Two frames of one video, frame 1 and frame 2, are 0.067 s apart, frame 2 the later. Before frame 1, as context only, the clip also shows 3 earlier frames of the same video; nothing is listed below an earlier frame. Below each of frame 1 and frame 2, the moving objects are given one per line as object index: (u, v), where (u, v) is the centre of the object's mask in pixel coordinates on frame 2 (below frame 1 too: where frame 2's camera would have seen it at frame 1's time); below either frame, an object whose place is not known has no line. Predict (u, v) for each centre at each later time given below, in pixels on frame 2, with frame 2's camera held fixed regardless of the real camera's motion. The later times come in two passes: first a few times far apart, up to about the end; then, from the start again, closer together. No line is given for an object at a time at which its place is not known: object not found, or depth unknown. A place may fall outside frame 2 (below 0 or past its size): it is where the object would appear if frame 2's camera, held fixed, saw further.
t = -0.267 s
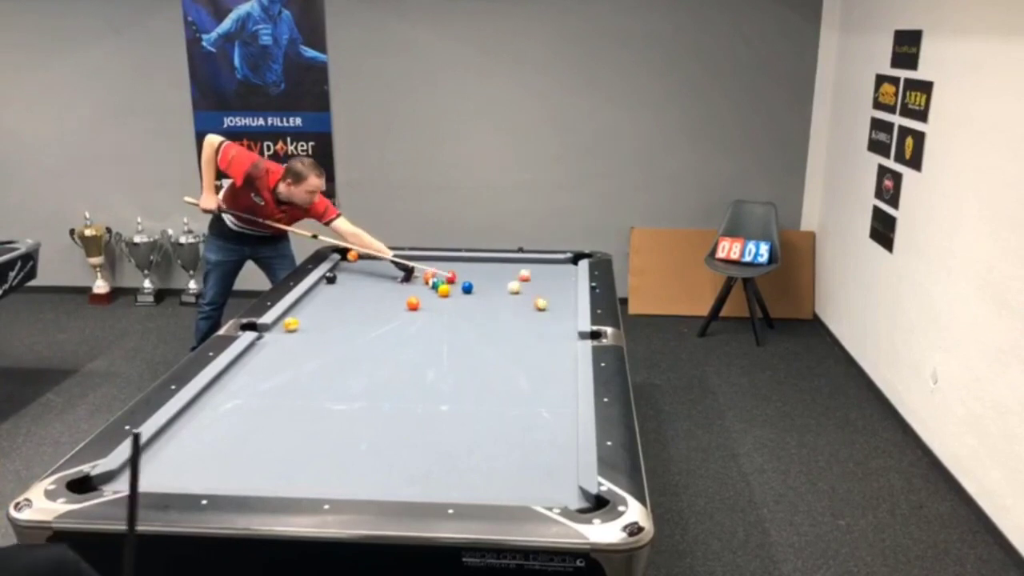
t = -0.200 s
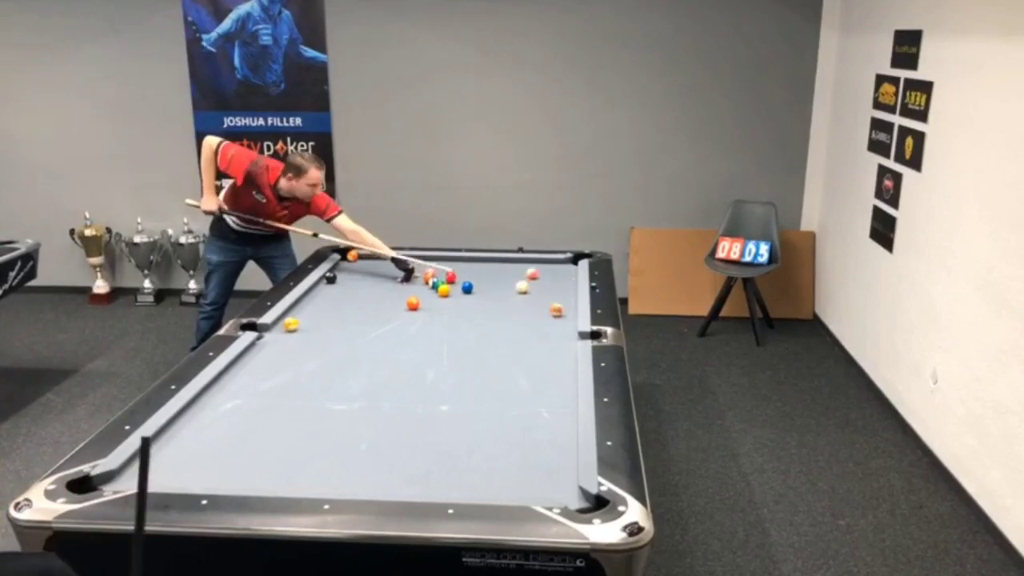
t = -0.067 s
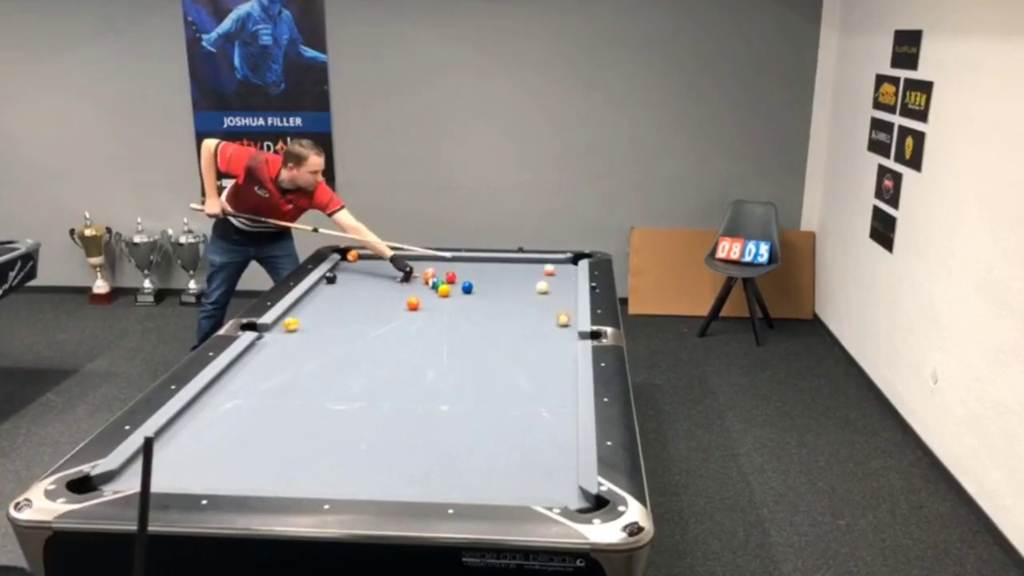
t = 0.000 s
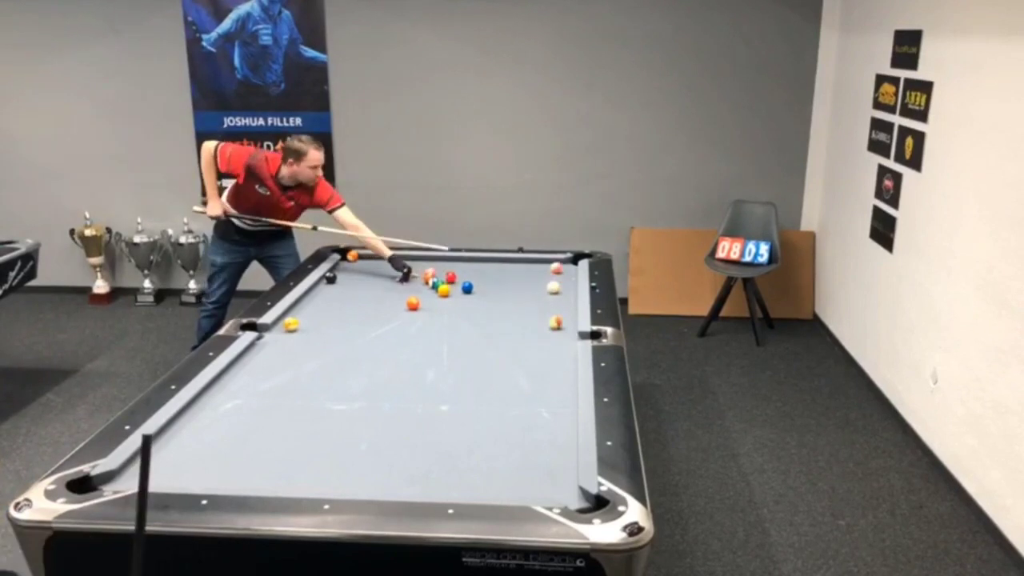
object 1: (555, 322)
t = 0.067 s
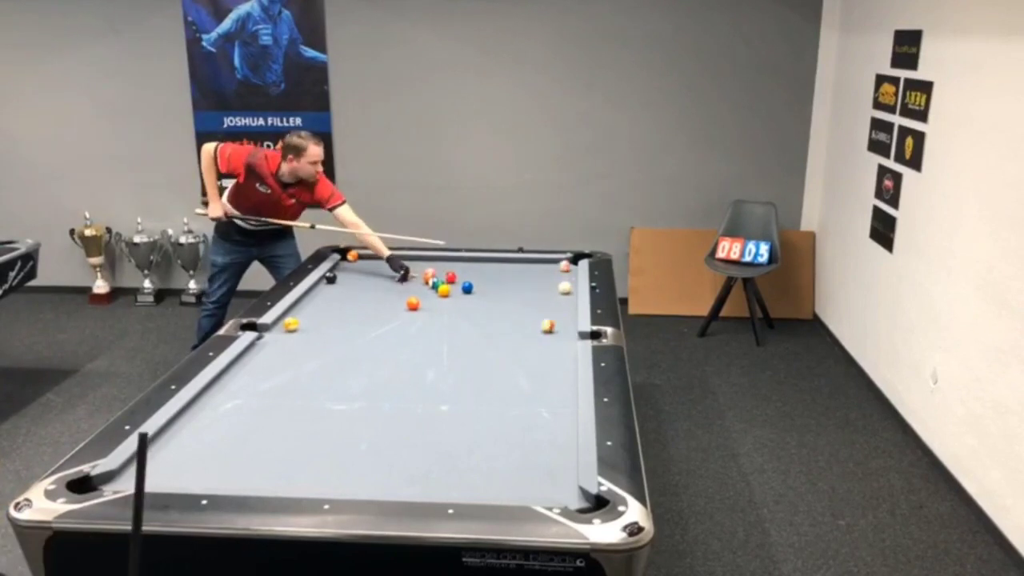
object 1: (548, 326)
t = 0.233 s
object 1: (527, 334)
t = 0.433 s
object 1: (501, 344)
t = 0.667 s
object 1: (471, 357)
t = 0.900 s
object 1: (437, 370)
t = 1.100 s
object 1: (407, 382)
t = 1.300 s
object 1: (375, 395)
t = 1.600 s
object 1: (323, 413)
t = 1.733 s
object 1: (300, 426)
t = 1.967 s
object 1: (256, 444)
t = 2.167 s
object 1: (217, 460)
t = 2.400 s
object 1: (167, 477)
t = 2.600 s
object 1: (152, 473)
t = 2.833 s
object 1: (140, 461)
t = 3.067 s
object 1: (159, 451)
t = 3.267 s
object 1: (176, 445)
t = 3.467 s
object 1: (194, 438)
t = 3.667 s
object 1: (208, 431)
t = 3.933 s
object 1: (227, 424)
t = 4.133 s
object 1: (239, 419)
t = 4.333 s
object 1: (250, 414)
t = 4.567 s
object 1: (261, 410)
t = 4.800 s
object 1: (271, 405)
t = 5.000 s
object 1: (280, 402)
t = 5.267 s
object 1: (288, 398)
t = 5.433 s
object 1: (293, 396)
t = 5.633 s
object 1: (298, 394)
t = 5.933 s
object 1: (303, 392)
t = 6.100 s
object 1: (306, 390)
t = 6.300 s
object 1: (309, 389)
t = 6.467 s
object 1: (311, 388)
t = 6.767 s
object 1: (313, 388)
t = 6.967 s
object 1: (314, 387)
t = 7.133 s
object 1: (314, 387)
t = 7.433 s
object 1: (313, 387)
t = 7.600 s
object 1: (313, 387)
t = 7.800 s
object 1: (313, 388)
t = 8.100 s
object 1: (313, 387)
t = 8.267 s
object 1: (314, 387)
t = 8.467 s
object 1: (313, 387)
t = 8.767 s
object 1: (313, 387)
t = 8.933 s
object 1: (314, 387)
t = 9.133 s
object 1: (314, 387)
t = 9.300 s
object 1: (313, 387)
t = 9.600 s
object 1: (314, 387)
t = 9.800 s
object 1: (314, 387)
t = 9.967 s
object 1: (313, 387)
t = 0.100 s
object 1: (543, 327)
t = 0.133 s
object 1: (539, 329)
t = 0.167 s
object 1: (535, 330)
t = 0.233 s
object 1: (527, 334)
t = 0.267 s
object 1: (523, 335)
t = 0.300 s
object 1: (518, 337)
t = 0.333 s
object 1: (514, 339)
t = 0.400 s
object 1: (506, 342)
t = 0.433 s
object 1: (501, 344)
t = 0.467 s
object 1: (496, 346)
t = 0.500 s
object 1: (493, 347)
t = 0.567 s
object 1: (483, 351)
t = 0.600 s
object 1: (479, 353)
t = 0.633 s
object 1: (474, 354)
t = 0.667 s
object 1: (471, 357)
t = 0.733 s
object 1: (461, 360)
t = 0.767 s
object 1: (456, 362)
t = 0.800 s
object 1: (451, 364)
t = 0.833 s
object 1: (447, 366)
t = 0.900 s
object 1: (437, 370)
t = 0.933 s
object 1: (432, 373)
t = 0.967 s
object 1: (427, 375)
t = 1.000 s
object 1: (422, 376)
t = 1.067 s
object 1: (413, 380)
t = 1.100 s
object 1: (407, 382)
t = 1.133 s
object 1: (401, 385)
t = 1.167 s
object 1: (396, 387)
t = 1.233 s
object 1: (386, 392)
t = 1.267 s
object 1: (381, 393)
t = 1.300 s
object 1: (375, 395)
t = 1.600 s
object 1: (323, 413)
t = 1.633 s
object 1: (318, 416)
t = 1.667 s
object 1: (312, 421)
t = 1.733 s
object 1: (300, 426)
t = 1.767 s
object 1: (294, 429)
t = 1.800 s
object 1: (287, 431)
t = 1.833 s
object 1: (281, 433)
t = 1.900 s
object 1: (269, 439)
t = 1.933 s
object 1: (263, 441)
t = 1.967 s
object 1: (256, 444)
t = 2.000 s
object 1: (249, 446)
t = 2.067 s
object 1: (236, 451)
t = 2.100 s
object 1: (230, 454)
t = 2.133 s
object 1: (223, 458)
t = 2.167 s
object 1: (217, 460)
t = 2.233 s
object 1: (203, 465)
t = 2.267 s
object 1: (195, 468)
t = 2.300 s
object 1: (188, 471)
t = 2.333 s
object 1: (182, 472)
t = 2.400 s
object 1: (167, 477)
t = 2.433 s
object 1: (162, 478)
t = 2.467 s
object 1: (158, 477)
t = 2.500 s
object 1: (156, 476)
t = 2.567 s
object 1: (153, 474)
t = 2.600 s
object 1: (152, 473)
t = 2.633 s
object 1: (150, 471)
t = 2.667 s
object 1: (148, 471)
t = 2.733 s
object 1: (145, 466)
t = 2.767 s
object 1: (143, 464)
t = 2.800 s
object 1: (142, 463)
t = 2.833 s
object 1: (140, 461)
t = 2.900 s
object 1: (143, 458)
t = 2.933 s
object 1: (146, 457)
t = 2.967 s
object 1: (149, 455)
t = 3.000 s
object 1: (152, 454)
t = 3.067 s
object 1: (159, 451)
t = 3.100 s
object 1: (162, 450)
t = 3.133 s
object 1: (165, 448)
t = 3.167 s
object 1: (168, 447)
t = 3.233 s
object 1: (175, 445)
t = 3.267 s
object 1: (176, 445)
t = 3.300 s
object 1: (180, 443)
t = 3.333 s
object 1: (183, 442)
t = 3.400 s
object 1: (189, 440)
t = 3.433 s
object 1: (191, 439)
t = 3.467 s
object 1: (194, 438)
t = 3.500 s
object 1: (196, 436)
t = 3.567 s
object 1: (201, 434)
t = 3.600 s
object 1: (203, 433)
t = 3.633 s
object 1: (206, 432)
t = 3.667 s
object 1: (208, 431)
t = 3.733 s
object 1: (213, 430)
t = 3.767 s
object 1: (216, 429)
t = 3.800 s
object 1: (217, 428)
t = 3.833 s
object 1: (220, 427)
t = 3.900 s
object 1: (224, 425)
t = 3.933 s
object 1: (227, 424)
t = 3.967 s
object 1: (229, 423)
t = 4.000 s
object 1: (230, 422)
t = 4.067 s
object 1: (235, 421)
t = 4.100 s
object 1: (237, 420)
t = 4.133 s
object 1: (239, 419)
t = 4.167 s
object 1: (241, 419)
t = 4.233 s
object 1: (245, 417)
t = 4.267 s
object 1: (246, 416)
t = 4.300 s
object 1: (248, 415)
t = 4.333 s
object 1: (250, 414)
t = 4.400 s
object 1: (253, 413)
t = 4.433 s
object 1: (255, 413)
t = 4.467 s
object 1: (256, 412)
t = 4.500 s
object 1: (258, 411)
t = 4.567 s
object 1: (261, 410)
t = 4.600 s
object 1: (263, 410)
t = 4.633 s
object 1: (264, 408)
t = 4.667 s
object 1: (265, 408)
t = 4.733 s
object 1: (269, 406)
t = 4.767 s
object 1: (270, 406)
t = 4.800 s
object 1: (271, 405)
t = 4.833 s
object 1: (273, 405)
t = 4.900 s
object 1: (276, 404)
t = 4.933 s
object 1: (277, 403)
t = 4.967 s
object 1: (278, 403)
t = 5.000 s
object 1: (280, 402)
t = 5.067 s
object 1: (282, 401)
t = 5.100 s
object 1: (283, 401)
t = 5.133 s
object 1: (284, 400)
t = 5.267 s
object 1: (288, 398)
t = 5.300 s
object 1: (289, 398)
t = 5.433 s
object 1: (293, 396)
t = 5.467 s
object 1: (293, 396)
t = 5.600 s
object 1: (297, 394)
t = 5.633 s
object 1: (298, 394)
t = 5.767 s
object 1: (300, 393)
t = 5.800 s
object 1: (301, 393)
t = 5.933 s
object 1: (303, 392)
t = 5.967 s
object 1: (304, 391)
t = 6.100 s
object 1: (306, 390)
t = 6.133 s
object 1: (306, 390)
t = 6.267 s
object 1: (308, 390)
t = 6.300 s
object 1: (309, 389)
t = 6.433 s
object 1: (310, 389)
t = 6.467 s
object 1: (311, 388)
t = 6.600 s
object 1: (312, 388)
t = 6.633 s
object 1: (312, 388)
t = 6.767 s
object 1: (313, 388)
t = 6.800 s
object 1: (313, 387)
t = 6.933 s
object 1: (314, 387)
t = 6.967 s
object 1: (314, 387)
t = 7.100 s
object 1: (314, 387)
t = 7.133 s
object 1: (314, 387)
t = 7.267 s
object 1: (314, 387)
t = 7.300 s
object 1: (314, 387)
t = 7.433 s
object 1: (313, 387)
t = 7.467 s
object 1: (313, 387)
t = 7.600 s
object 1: (313, 387)
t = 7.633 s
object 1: (313, 387)
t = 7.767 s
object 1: (313, 388)
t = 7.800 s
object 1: (313, 388)
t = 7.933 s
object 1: (313, 387)
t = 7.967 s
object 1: (313, 388)
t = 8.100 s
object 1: (313, 387)
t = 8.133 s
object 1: (313, 387)
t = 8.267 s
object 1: (314, 387)
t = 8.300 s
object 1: (314, 387)
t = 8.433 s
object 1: (313, 387)
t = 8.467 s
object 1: (313, 387)
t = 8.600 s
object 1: (314, 387)
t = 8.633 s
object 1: (313, 387)
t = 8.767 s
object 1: (313, 387)
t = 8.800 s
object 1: (314, 387)
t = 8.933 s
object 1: (314, 387)
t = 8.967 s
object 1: (313, 387)
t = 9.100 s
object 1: (313, 387)
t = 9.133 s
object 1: (314, 387)
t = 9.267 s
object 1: (314, 387)
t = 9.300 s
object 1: (313, 387)
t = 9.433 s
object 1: (314, 387)
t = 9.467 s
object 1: (314, 387)
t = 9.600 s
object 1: (314, 387)
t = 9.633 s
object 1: (314, 387)
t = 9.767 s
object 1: (314, 387)
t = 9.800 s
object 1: (314, 387)
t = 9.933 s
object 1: (314, 387)
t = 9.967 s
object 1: (313, 387)
